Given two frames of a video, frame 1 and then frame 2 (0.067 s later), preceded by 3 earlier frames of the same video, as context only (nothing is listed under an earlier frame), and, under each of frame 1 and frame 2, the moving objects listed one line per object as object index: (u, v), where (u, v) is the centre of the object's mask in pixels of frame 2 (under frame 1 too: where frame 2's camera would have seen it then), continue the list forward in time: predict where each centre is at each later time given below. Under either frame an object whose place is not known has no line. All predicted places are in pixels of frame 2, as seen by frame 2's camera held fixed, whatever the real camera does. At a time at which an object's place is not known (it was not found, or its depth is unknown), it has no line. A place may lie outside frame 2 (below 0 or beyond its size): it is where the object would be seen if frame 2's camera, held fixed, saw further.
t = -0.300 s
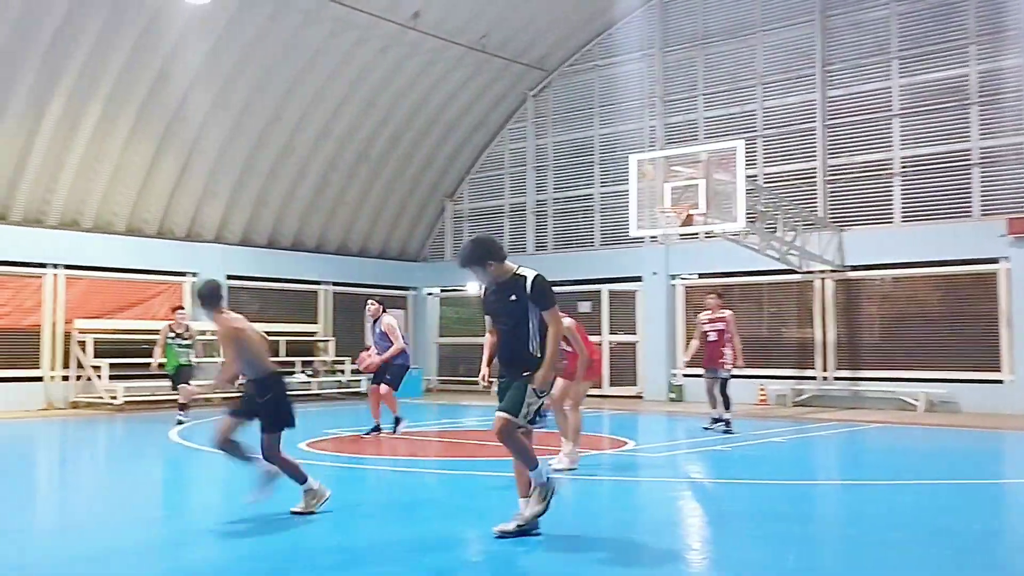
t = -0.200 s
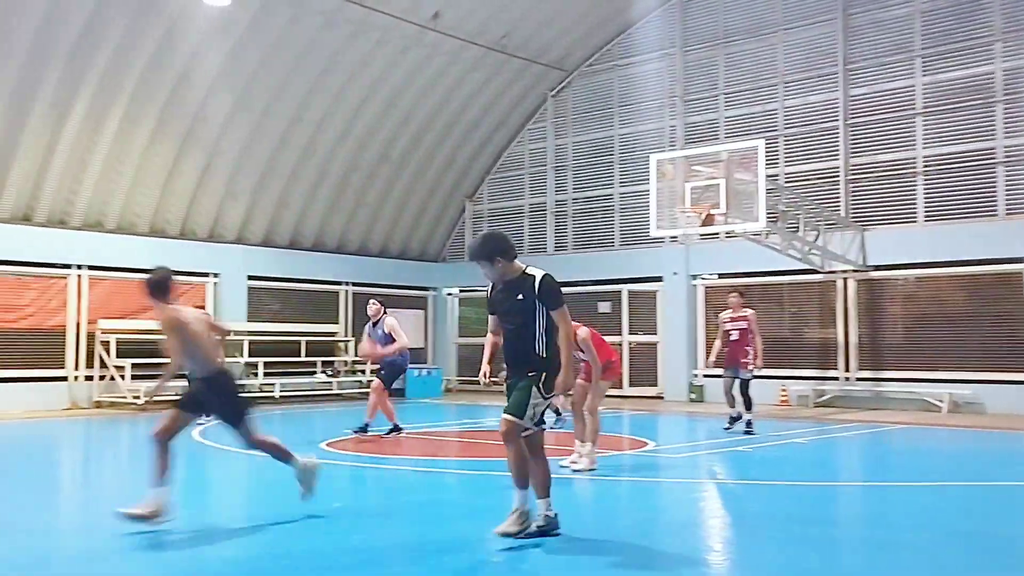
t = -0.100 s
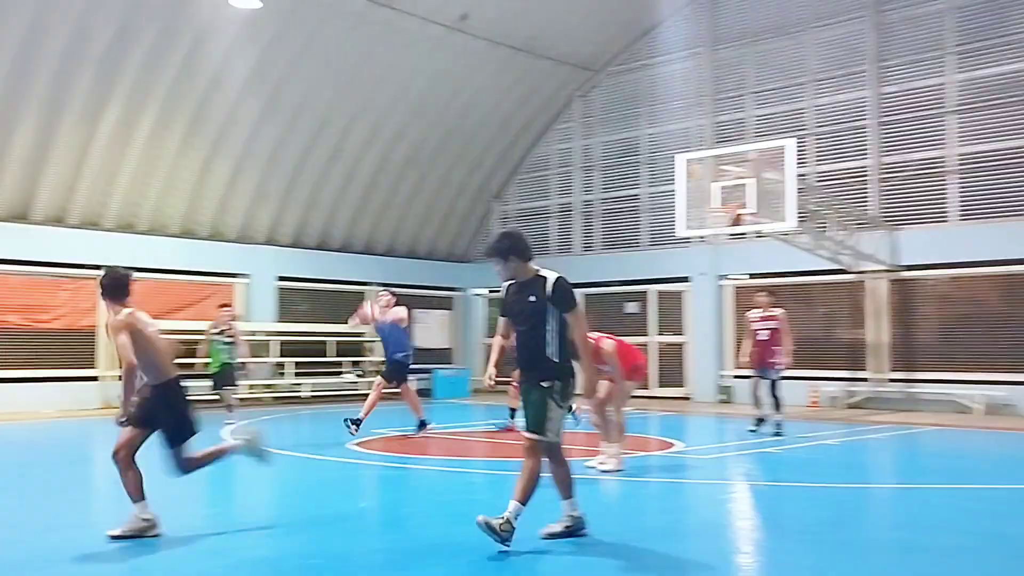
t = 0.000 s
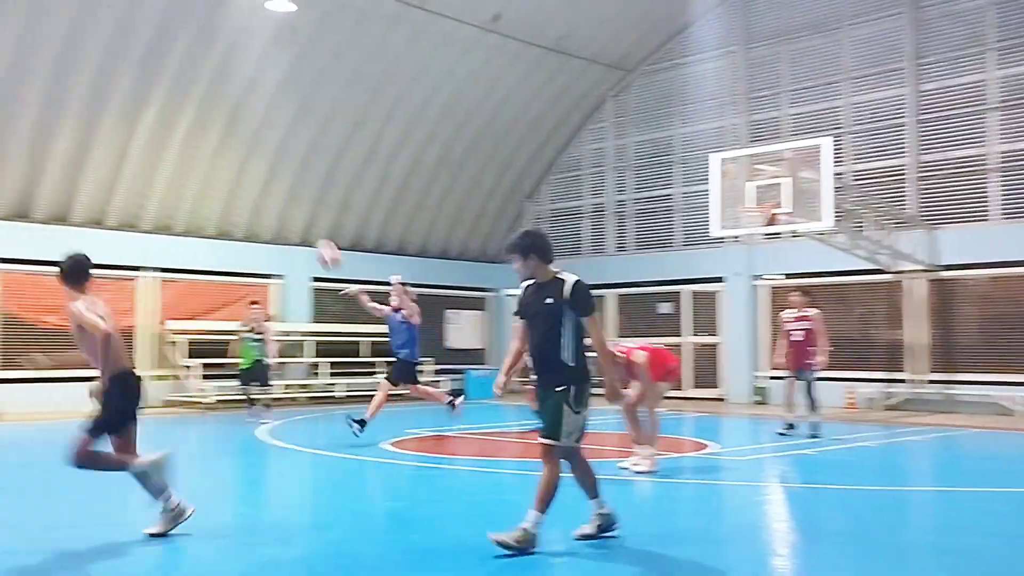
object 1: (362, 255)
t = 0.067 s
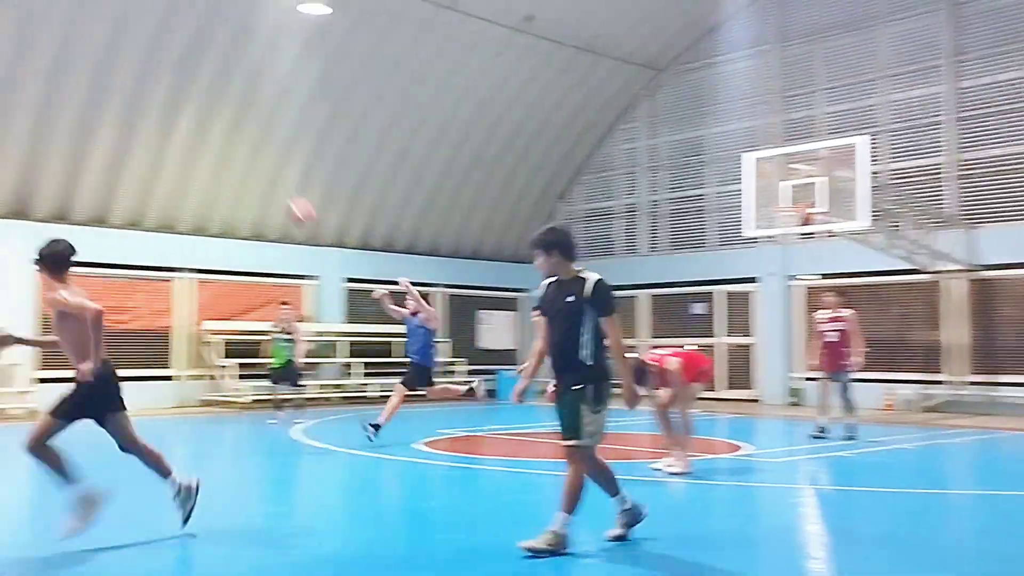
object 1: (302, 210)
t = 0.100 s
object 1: (267, 189)
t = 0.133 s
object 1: (232, 166)
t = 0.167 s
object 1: (198, 143)
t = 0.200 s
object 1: (168, 119)
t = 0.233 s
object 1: (132, 96)
